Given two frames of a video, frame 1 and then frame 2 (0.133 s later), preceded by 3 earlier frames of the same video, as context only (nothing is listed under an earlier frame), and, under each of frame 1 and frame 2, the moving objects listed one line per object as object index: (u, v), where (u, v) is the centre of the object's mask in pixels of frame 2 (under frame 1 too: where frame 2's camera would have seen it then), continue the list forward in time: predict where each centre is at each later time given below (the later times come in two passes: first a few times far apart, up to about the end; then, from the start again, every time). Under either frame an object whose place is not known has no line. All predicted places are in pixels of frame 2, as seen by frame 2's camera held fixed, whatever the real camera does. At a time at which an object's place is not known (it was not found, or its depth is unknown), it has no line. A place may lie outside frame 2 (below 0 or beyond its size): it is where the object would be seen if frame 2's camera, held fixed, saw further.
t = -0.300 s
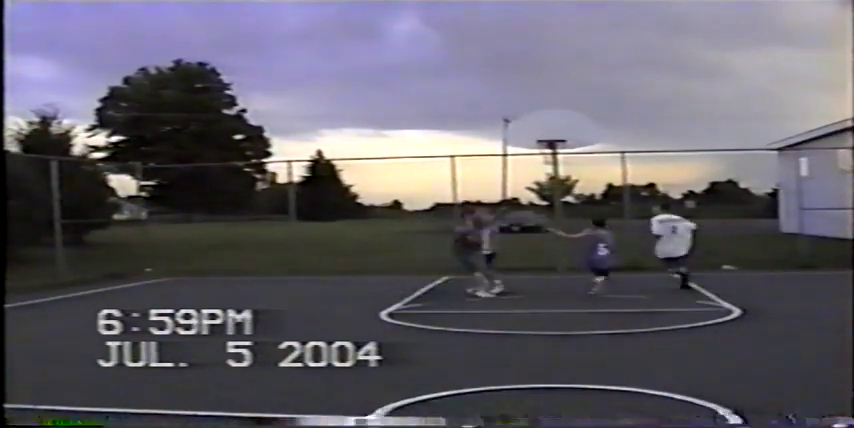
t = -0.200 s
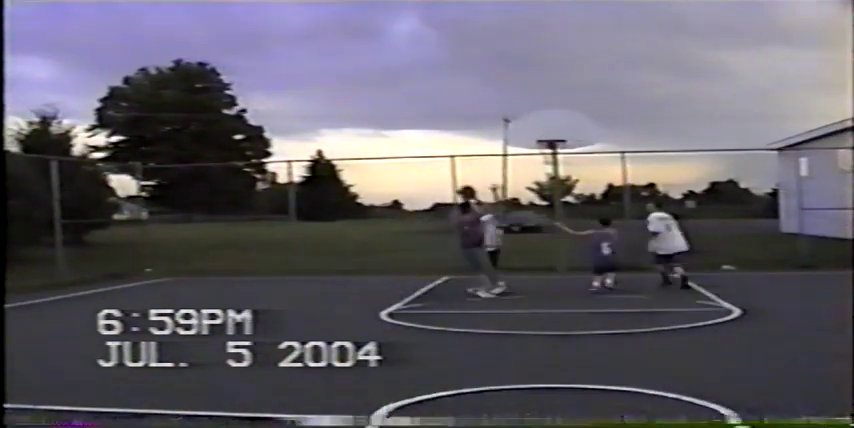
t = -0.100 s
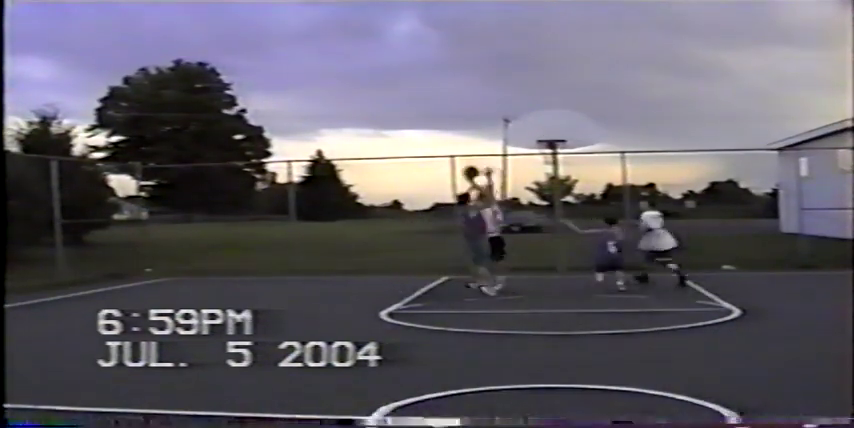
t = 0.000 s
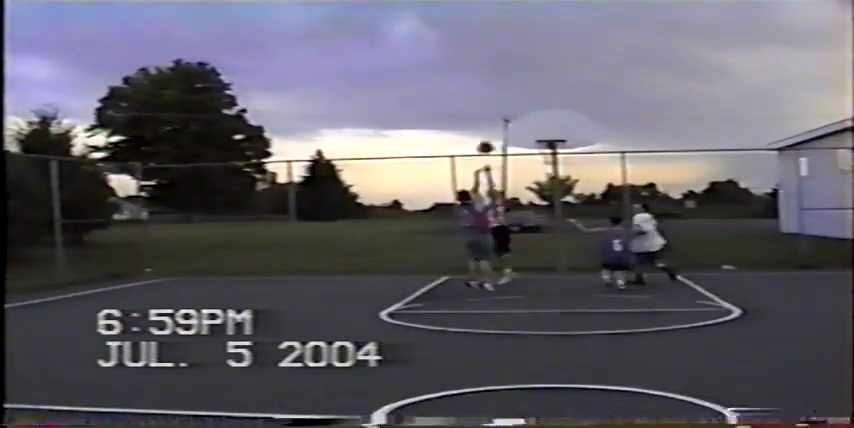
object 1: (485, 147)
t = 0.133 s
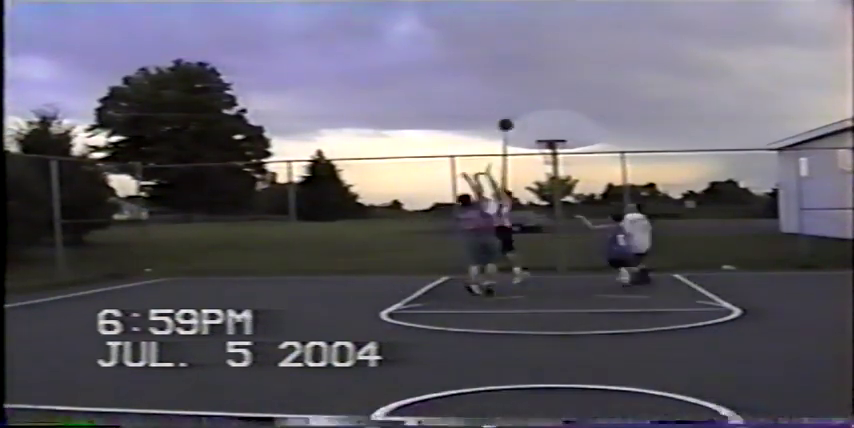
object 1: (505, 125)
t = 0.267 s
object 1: (524, 113)
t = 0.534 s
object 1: (559, 116)
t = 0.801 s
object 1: (585, 142)
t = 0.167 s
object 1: (510, 121)
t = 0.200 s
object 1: (514, 118)
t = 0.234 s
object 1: (519, 115)
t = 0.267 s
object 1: (524, 113)
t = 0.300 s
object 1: (529, 111)
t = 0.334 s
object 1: (533, 110)
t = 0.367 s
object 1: (538, 110)
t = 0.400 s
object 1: (542, 110)
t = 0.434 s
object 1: (547, 111)
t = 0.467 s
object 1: (551, 112)
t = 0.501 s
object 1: (555, 113)
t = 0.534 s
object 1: (559, 116)
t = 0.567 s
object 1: (563, 118)
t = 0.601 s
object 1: (567, 121)
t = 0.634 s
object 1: (571, 125)
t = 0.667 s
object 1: (574, 128)
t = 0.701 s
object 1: (577, 130)
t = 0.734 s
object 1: (579, 134)
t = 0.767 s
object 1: (582, 138)
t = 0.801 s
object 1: (585, 142)
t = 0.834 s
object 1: (588, 148)
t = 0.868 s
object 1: (591, 154)
